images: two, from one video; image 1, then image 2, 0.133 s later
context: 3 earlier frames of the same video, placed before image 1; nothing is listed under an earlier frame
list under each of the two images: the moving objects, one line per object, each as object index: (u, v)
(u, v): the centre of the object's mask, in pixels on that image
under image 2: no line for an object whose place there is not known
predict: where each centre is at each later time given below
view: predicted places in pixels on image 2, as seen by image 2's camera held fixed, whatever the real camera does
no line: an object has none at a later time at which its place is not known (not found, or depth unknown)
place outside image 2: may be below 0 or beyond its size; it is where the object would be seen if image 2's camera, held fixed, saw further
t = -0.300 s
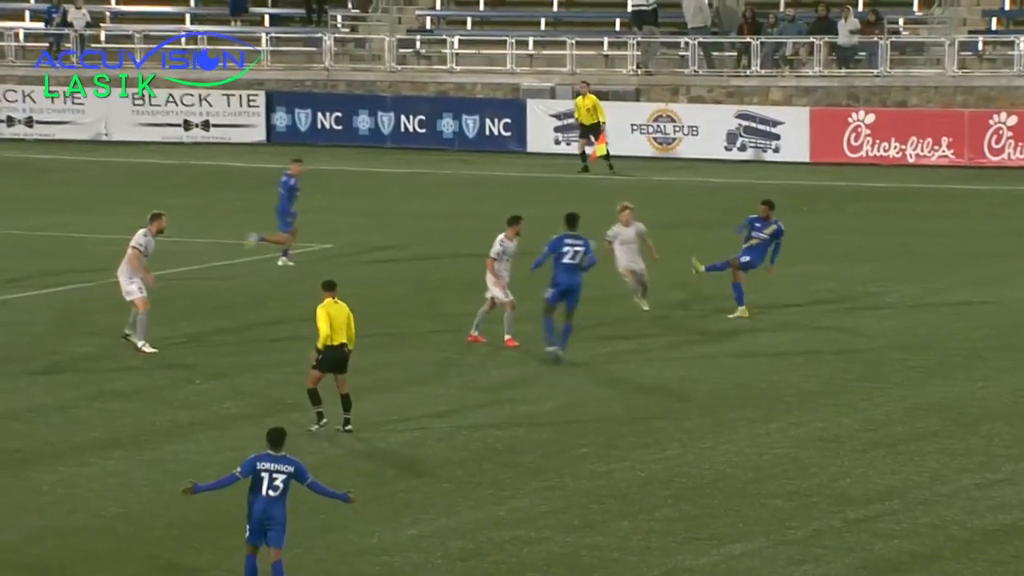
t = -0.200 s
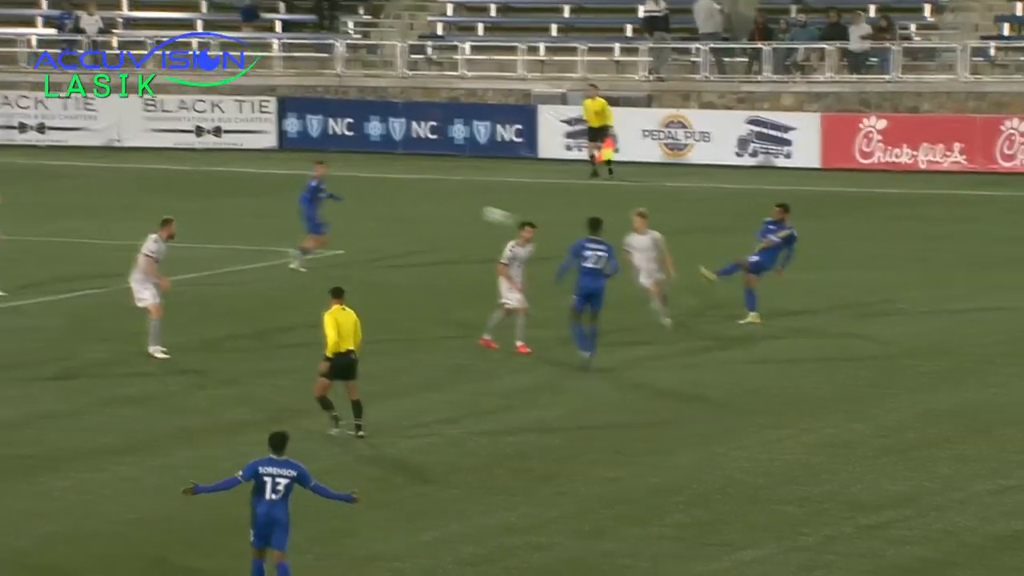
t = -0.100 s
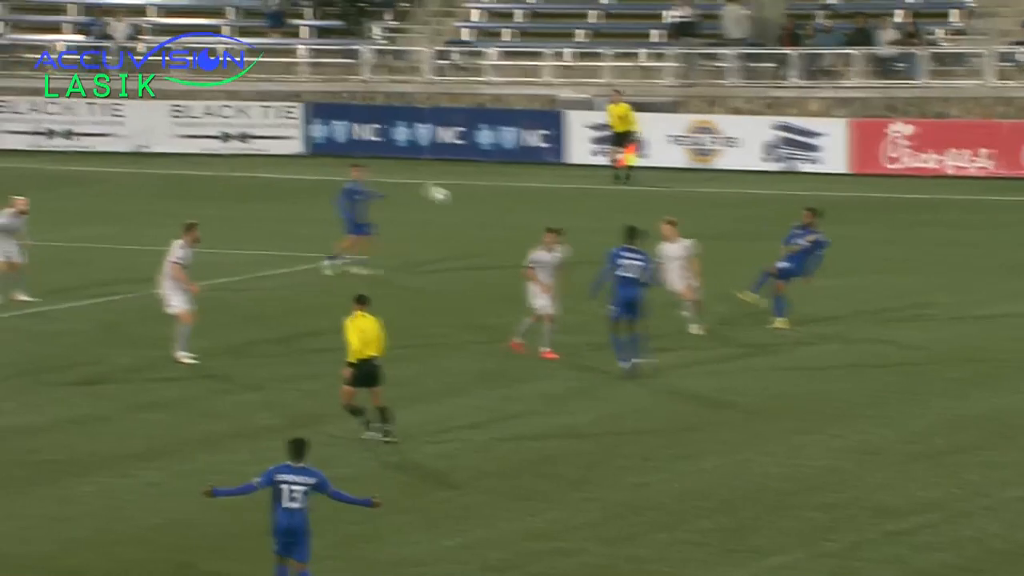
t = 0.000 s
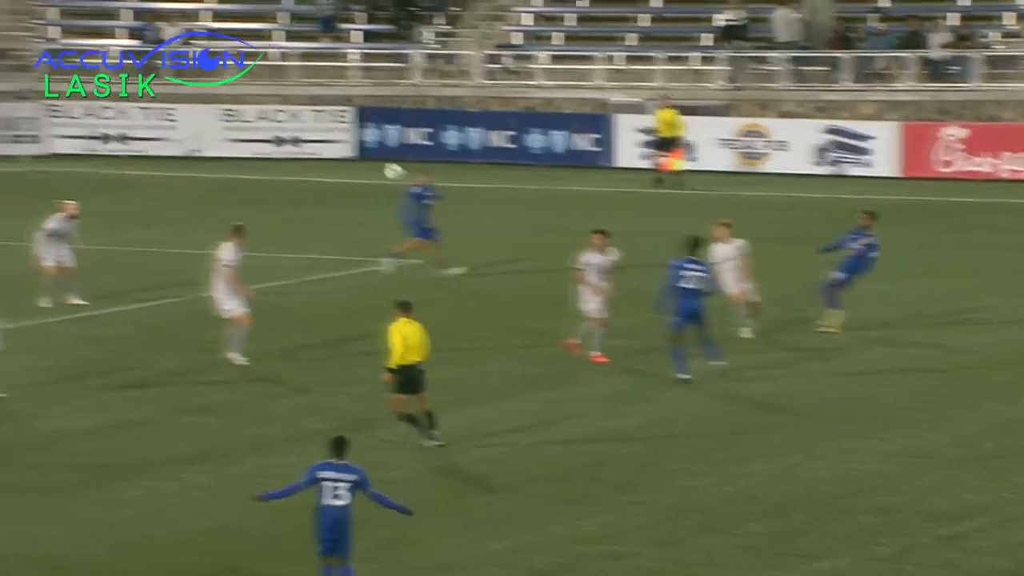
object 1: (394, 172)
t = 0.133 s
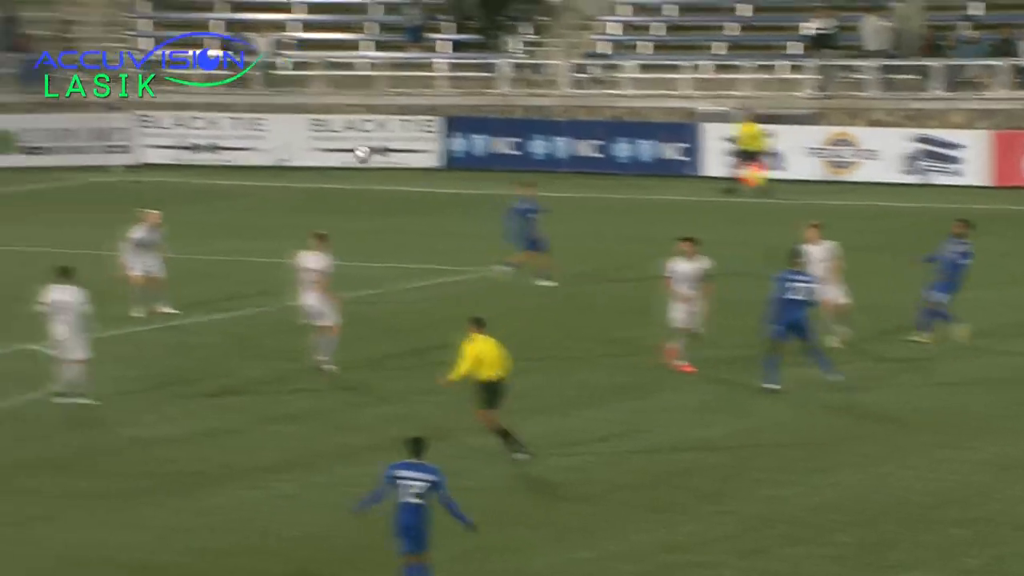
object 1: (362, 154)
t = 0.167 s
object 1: (343, 151)
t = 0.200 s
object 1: (309, 142)
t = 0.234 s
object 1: (291, 137)
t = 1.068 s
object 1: (-505, 139)
